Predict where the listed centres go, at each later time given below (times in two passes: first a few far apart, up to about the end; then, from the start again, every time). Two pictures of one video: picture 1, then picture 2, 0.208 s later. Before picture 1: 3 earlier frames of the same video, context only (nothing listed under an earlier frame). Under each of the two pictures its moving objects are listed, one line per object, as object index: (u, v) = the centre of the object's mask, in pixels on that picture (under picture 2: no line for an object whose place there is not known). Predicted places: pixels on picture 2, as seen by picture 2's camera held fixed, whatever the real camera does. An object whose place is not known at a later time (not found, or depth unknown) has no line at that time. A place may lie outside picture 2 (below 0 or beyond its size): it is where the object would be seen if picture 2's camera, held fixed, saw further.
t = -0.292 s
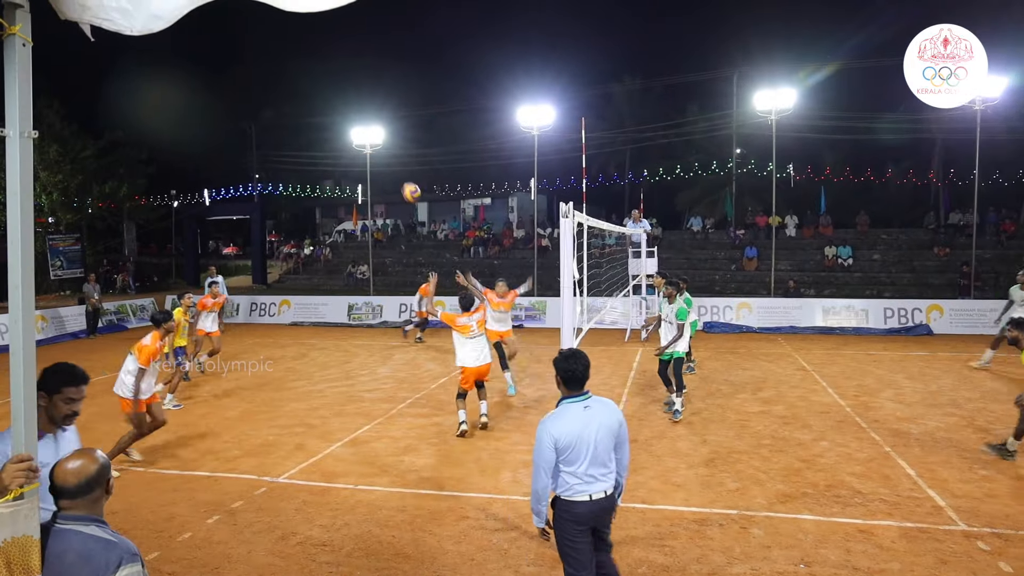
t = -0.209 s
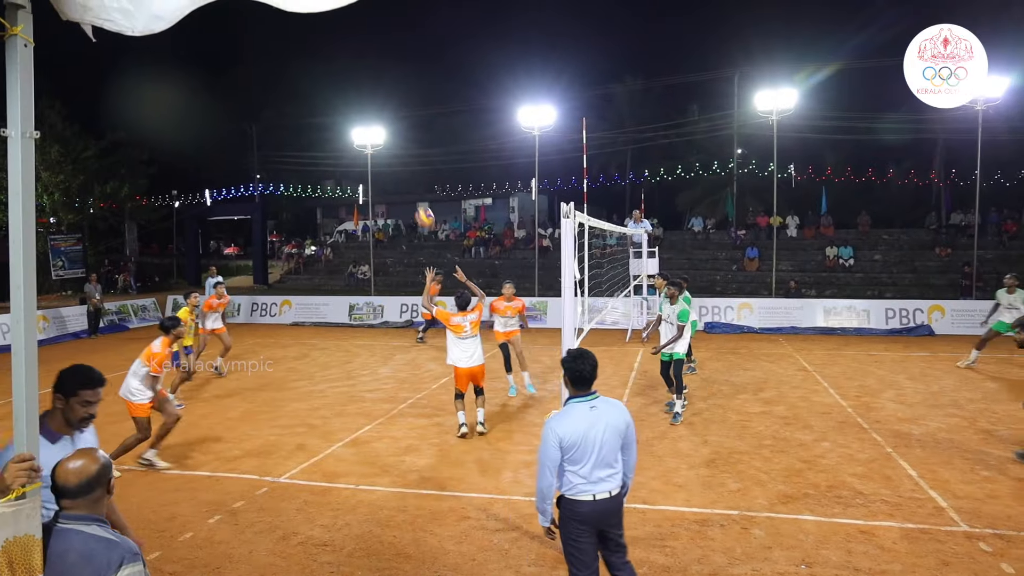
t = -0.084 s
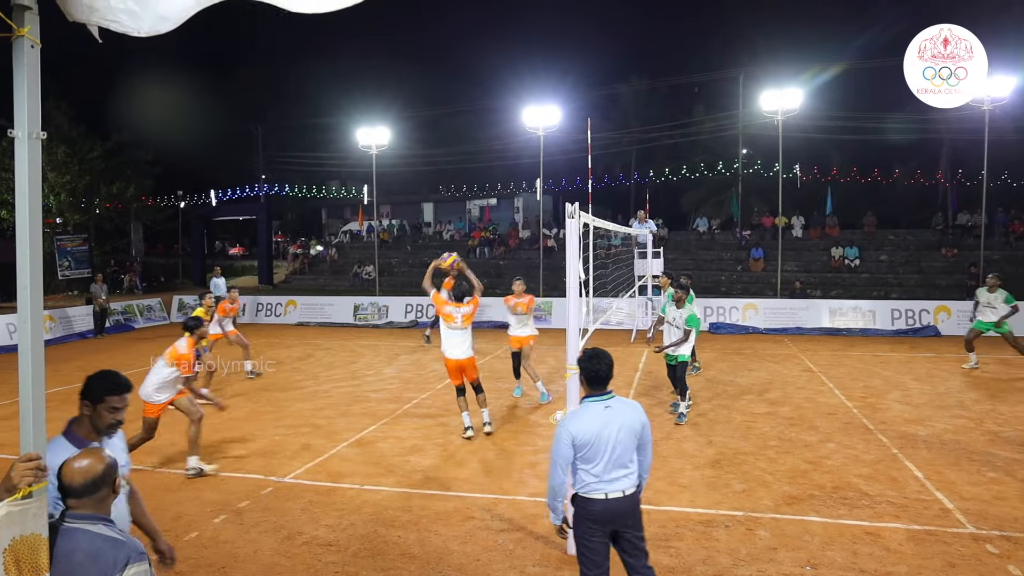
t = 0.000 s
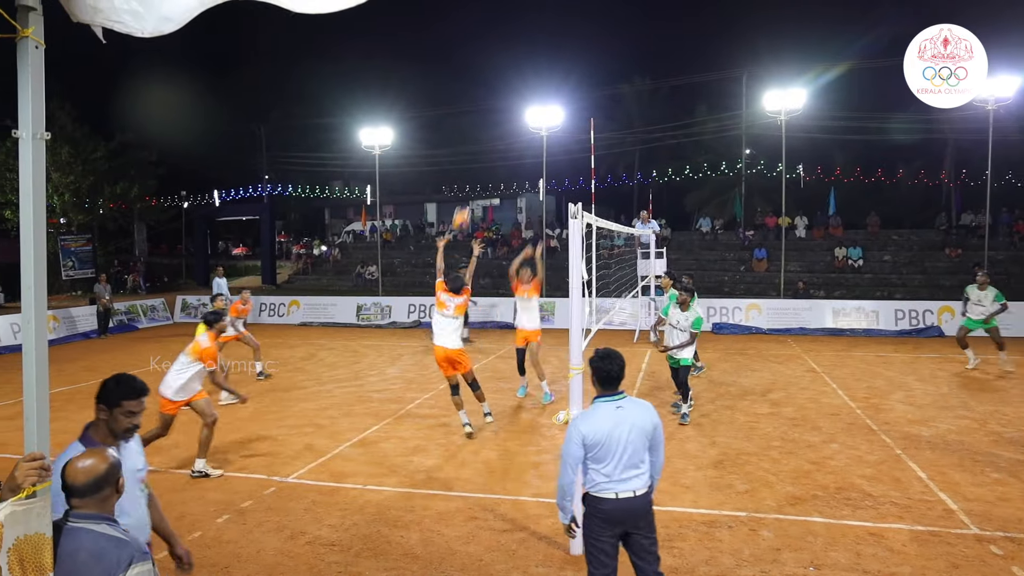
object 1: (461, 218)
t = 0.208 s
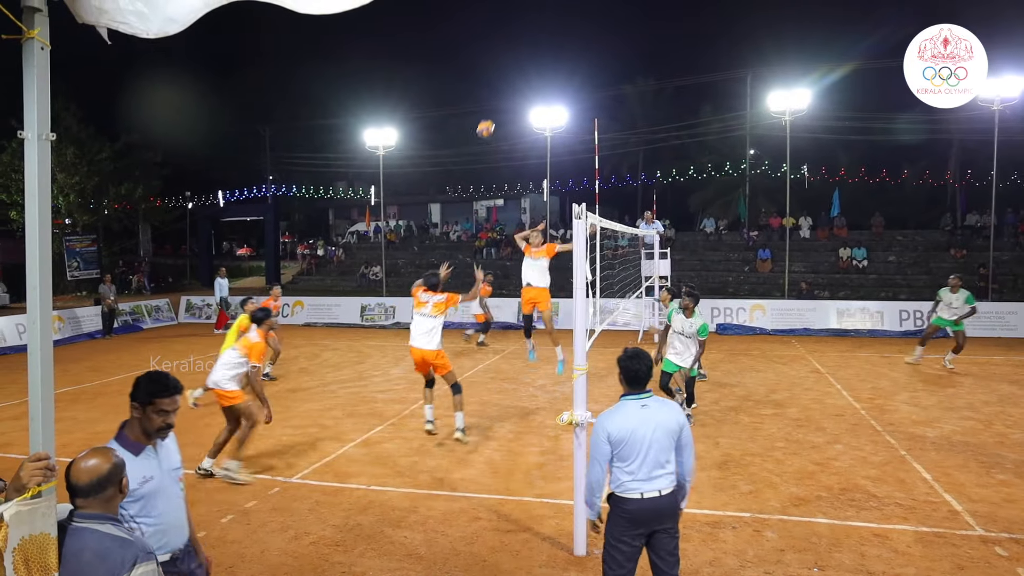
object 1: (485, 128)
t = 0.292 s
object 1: (492, 105)
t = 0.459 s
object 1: (504, 78)
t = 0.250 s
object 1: (489, 116)
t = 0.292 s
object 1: (492, 105)
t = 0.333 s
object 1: (495, 96)
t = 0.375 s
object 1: (498, 89)
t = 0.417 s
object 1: (501, 82)
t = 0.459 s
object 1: (504, 78)
